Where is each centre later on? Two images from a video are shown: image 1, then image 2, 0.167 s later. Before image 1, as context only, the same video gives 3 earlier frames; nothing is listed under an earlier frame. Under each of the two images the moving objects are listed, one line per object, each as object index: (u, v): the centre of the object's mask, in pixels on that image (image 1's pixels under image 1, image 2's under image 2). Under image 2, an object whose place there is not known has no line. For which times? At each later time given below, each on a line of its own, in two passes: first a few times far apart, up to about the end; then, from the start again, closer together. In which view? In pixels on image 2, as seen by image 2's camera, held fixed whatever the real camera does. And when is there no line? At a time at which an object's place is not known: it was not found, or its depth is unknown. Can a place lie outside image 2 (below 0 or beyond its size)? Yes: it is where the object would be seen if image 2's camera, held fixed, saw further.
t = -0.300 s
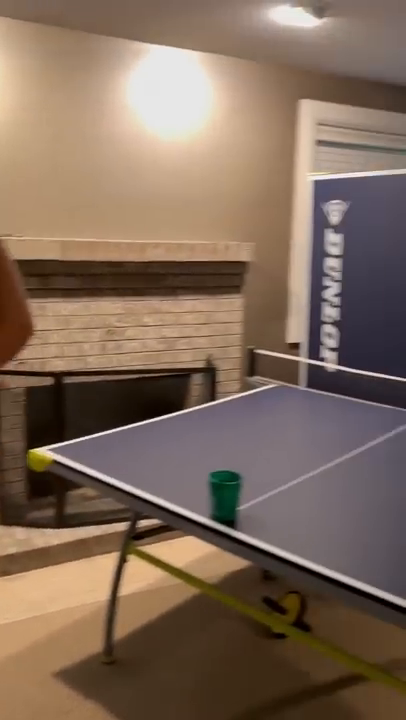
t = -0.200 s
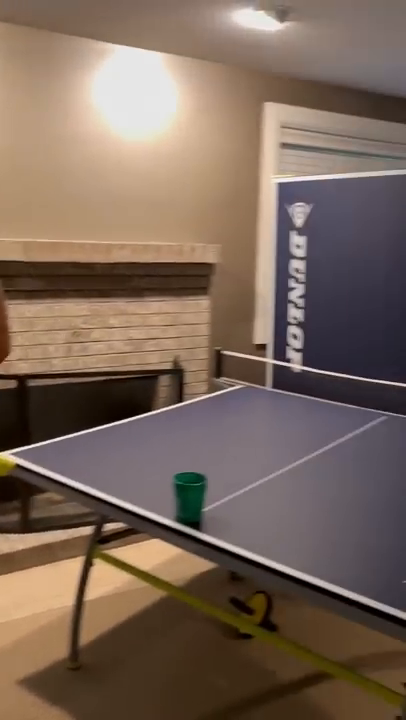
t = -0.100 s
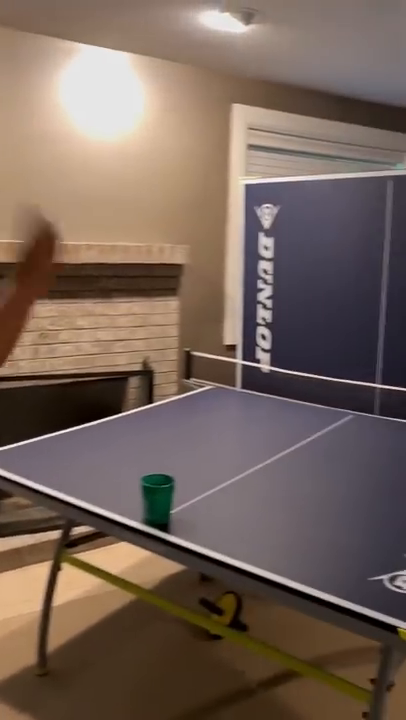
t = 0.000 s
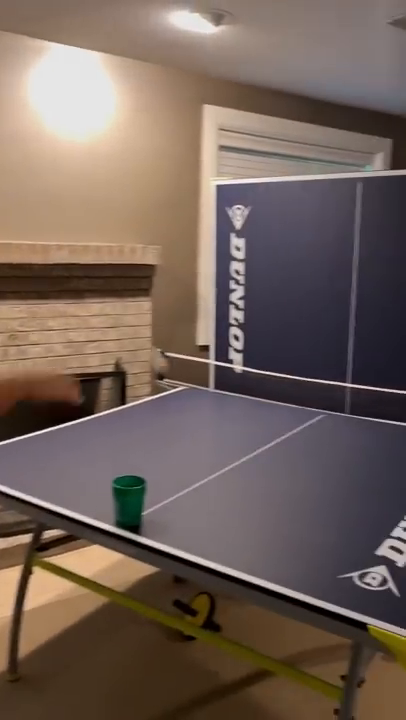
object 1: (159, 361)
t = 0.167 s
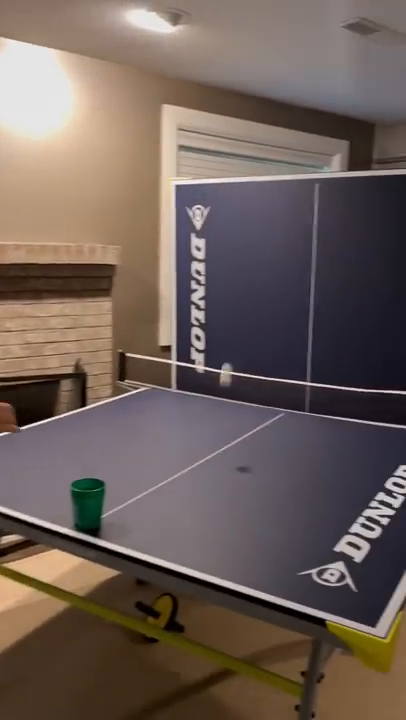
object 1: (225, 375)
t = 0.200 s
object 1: (237, 343)
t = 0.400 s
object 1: (294, 247)
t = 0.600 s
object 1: (306, 260)
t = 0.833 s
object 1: (256, 375)
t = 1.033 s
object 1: (228, 355)
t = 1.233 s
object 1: (207, 323)
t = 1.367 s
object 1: (189, 367)
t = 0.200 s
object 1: (237, 343)
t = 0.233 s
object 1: (248, 315)
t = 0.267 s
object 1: (259, 294)
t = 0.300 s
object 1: (269, 276)
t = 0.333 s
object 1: (277, 262)
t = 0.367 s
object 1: (286, 253)
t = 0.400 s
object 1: (294, 247)
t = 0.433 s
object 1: (300, 244)
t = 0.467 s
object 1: (307, 244)
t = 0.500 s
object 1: (313, 246)
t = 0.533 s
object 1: (318, 251)
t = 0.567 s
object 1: (312, 254)
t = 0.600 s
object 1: (306, 260)
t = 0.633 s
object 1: (300, 268)
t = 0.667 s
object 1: (294, 278)
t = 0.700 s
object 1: (286, 292)
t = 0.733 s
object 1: (280, 308)
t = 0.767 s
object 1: (272, 328)
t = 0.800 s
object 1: (264, 350)
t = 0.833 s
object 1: (256, 375)
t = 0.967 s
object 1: (234, 389)
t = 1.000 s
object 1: (231, 370)
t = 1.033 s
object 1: (228, 355)
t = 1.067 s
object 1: (225, 343)
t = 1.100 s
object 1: (222, 333)
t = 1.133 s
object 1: (218, 326)
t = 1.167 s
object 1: (215, 322)
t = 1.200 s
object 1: (211, 321)
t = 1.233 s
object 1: (207, 323)
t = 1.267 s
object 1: (203, 329)
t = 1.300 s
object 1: (198, 338)
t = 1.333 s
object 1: (192, 351)
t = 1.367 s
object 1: (189, 367)
